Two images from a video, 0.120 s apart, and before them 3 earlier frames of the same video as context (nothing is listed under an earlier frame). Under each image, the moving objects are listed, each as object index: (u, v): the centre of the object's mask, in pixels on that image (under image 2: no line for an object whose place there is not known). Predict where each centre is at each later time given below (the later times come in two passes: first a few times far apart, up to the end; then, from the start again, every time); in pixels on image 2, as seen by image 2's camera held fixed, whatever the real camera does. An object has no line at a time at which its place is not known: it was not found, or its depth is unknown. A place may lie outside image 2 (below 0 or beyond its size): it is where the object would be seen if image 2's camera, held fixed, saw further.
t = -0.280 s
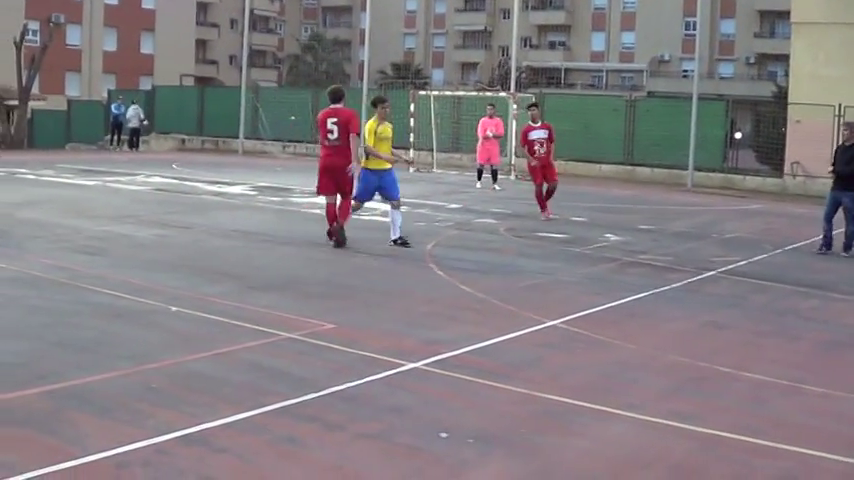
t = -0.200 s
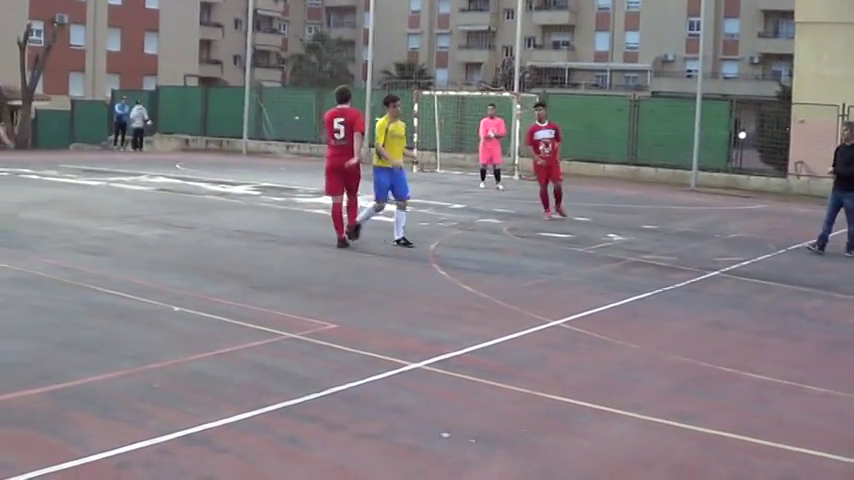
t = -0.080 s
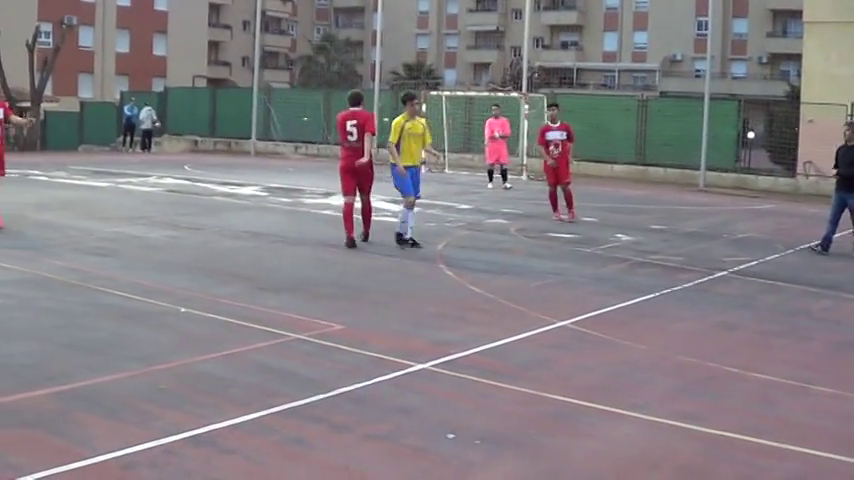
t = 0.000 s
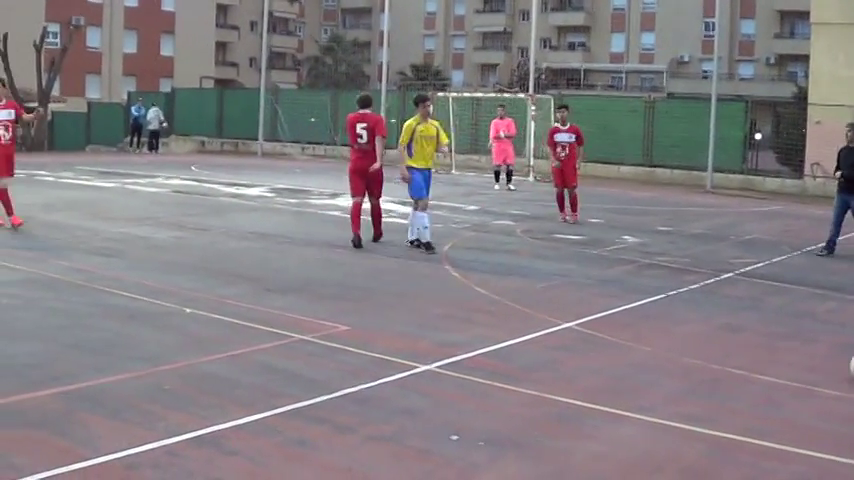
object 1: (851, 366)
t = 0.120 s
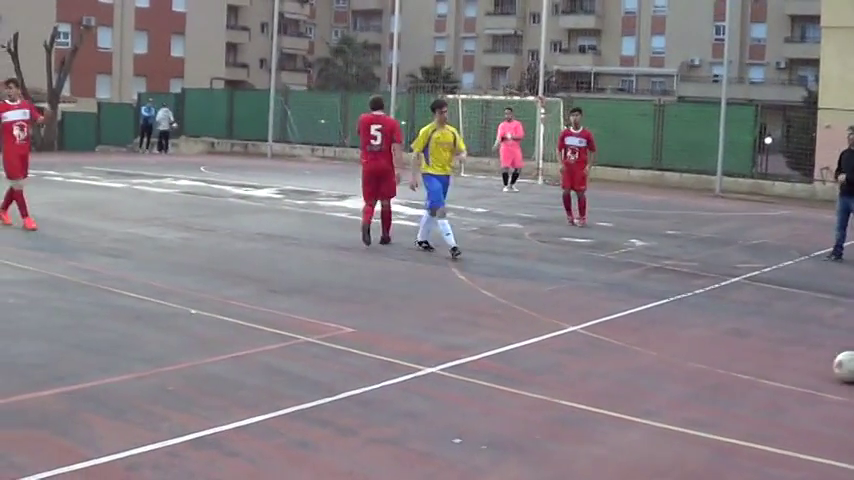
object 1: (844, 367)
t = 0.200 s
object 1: (834, 363)
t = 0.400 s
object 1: (797, 355)
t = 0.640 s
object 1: (757, 346)
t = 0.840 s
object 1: (726, 339)
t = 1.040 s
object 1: (697, 333)
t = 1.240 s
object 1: (670, 327)
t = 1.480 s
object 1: (639, 321)
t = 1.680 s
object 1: (615, 316)
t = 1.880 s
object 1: (594, 310)
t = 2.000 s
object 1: (580, 308)
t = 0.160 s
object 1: (839, 365)
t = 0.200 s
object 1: (834, 363)
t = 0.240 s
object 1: (826, 362)
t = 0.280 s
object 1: (819, 360)
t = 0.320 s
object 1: (811, 359)
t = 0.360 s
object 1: (804, 357)
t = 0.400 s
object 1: (797, 355)
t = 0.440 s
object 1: (790, 354)
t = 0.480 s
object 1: (783, 352)
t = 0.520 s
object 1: (776, 351)
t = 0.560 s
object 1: (770, 349)
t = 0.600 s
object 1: (764, 348)
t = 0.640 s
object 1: (757, 346)
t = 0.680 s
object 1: (751, 344)
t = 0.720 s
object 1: (745, 343)
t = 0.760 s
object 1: (738, 342)
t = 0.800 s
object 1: (732, 340)
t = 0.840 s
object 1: (726, 339)
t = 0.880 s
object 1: (720, 338)
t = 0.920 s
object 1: (714, 337)
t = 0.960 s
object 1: (708, 336)
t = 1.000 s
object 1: (703, 334)
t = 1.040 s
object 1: (697, 333)
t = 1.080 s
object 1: (692, 332)
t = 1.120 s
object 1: (686, 330)
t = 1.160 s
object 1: (681, 329)
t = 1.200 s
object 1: (675, 328)
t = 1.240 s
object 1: (670, 327)
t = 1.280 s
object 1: (665, 326)
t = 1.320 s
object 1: (659, 325)
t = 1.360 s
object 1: (654, 323)
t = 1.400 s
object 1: (648, 323)
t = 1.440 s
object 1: (644, 321)
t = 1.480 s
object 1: (639, 321)
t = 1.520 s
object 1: (634, 320)
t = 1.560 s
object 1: (629, 318)
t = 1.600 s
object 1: (625, 317)
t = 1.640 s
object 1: (620, 316)
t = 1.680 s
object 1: (615, 316)
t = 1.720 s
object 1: (611, 314)
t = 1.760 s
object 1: (607, 314)
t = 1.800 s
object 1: (602, 313)
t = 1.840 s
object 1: (598, 312)
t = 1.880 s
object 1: (594, 310)
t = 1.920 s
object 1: (589, 310)
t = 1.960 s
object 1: (585, 309)
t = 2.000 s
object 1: (580, 308)
